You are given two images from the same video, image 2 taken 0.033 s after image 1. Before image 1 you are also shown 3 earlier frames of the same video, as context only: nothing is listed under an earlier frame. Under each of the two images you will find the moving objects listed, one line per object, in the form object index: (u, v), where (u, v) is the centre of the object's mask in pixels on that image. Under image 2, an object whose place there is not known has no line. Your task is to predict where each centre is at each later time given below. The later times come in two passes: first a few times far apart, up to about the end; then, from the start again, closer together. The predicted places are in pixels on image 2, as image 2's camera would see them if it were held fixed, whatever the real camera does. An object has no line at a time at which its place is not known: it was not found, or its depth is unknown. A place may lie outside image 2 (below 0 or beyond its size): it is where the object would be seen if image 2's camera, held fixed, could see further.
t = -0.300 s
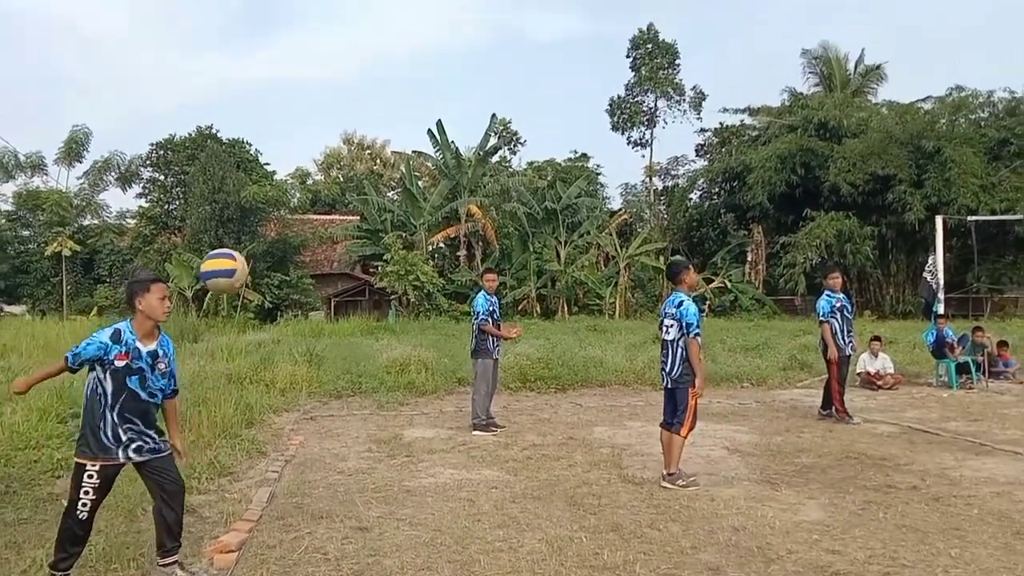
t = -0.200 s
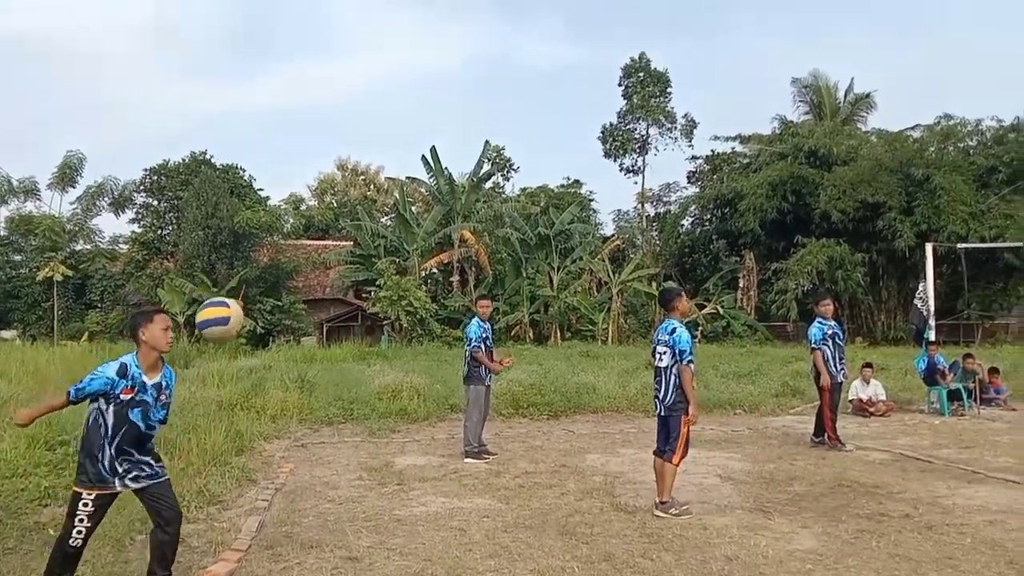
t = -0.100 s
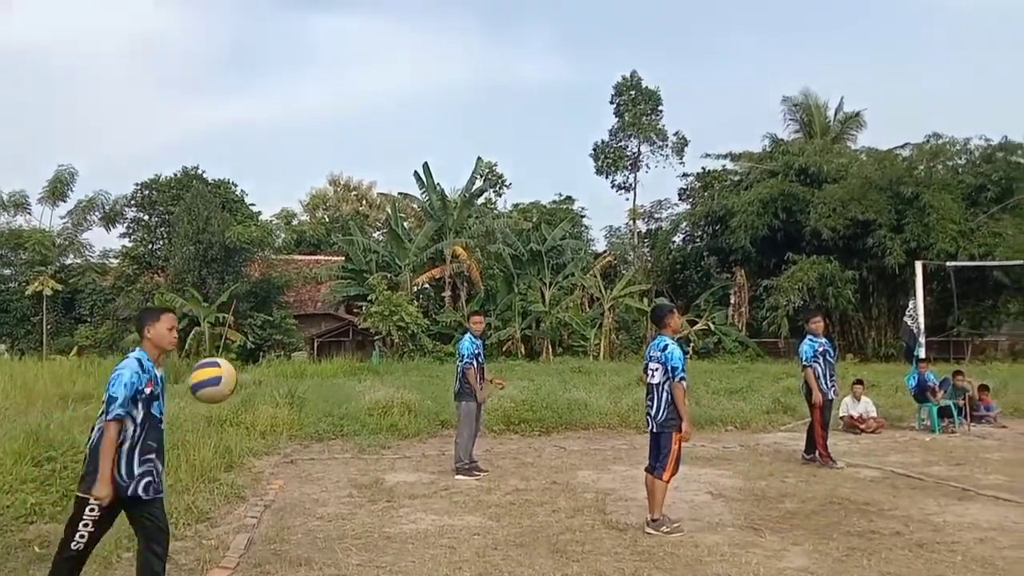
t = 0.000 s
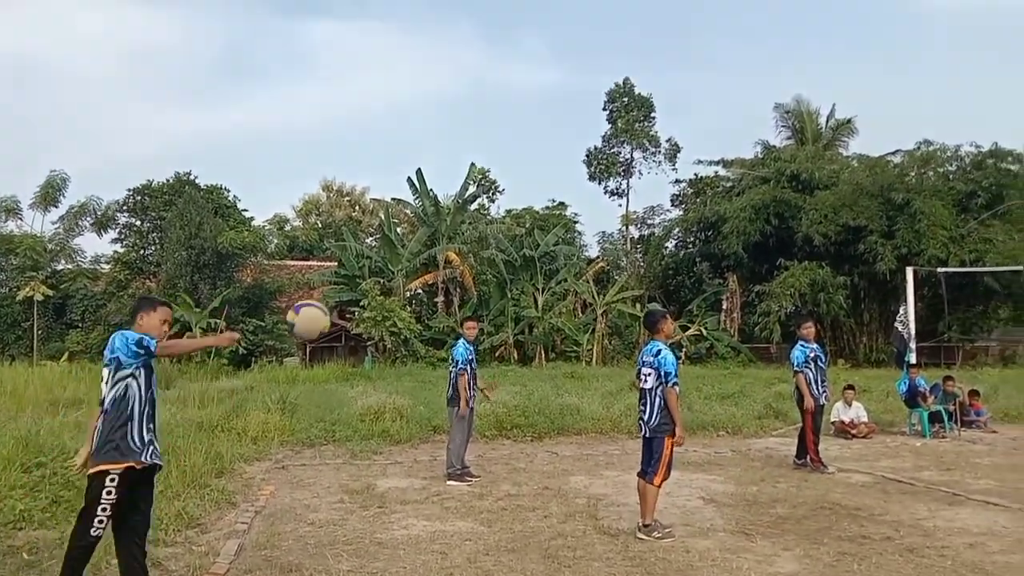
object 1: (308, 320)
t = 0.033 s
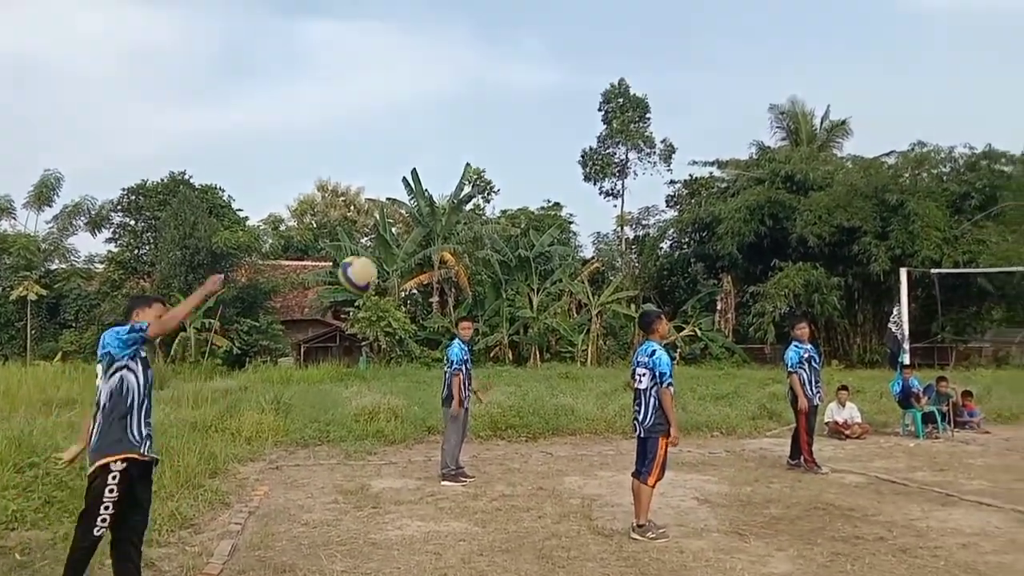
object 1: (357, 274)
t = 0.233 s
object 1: (567, 120)
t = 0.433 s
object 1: (679, 82)
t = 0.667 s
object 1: (753, 103)
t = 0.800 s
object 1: (777, 132)
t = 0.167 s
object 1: (514, 155)
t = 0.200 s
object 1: (541, 136)
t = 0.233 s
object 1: (567, 120)
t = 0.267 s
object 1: (591, 109)
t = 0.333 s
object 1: (631, 91)
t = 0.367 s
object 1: (648, 88)
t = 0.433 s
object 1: (679, 82)
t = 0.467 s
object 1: (693, 83)
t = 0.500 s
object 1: (705, 83)
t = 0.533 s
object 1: (716, 86)
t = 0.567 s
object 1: (727, 89)
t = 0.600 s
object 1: (736, 92)
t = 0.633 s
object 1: (744, 97)
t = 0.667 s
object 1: (753, 103)
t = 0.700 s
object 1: (761, 109)
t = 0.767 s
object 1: (771, 123)
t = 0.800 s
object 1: (777, 132)
